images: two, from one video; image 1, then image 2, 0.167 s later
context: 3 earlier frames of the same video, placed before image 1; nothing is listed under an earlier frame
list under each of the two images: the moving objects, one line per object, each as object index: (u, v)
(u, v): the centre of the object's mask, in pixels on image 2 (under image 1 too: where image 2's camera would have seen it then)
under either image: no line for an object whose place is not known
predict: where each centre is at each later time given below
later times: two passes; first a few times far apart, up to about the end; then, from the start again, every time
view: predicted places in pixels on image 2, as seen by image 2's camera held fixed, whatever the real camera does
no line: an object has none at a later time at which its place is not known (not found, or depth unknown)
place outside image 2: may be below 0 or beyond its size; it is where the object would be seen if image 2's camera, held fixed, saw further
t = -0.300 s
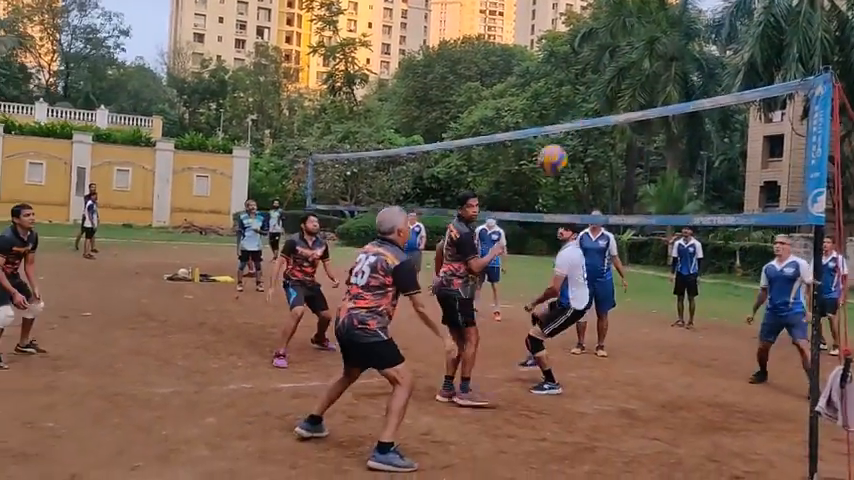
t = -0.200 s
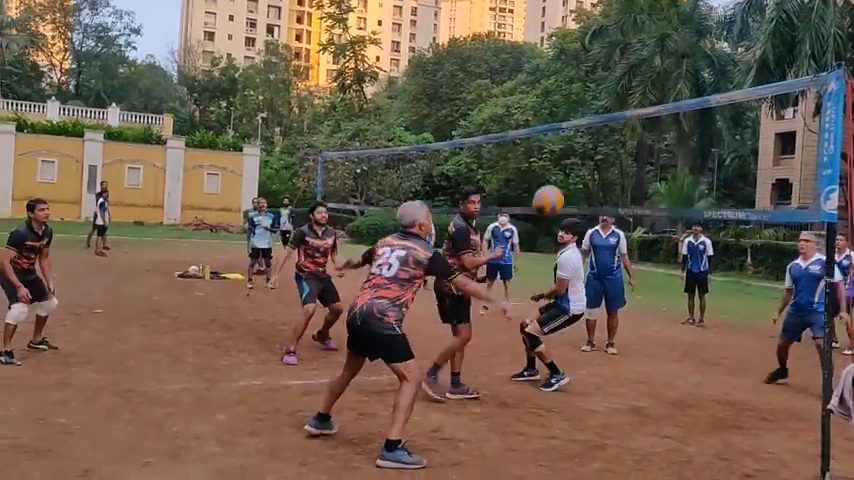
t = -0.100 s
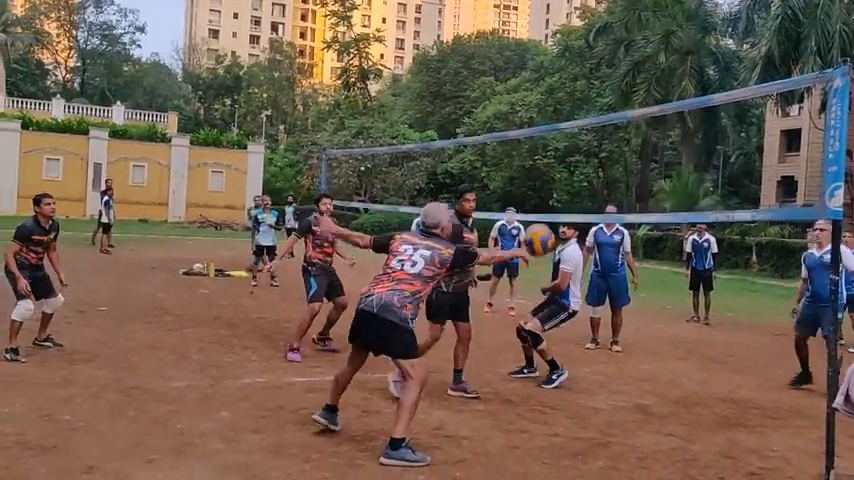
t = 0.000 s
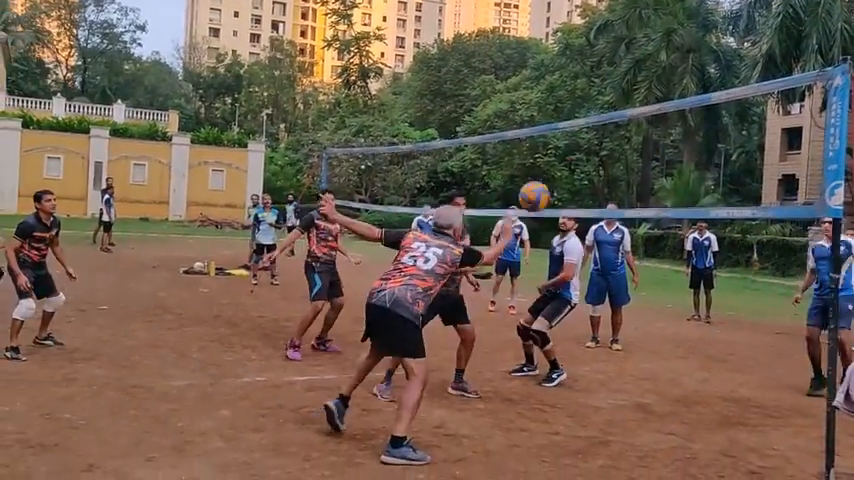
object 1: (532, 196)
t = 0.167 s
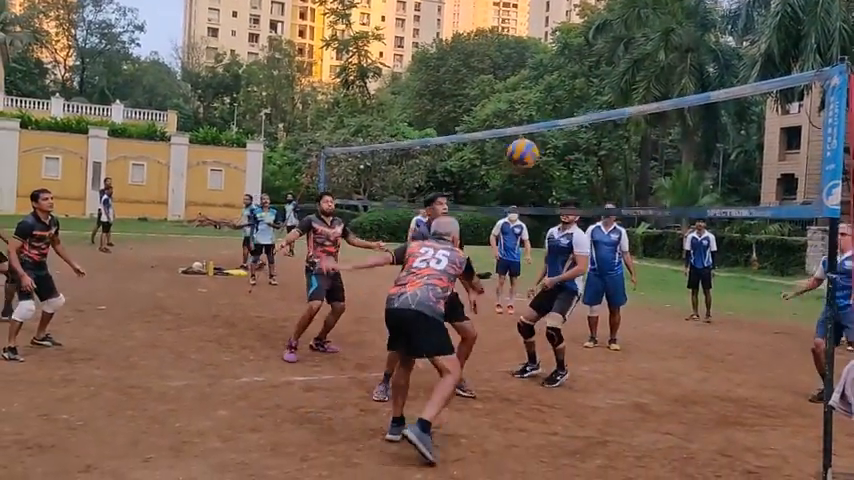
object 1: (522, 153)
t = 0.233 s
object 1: (518, 147)
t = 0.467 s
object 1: (499, 173)
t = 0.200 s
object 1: (521, 150)
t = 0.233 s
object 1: (518, 147)
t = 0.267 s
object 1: (515, 147)
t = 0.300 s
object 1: (514, 147)
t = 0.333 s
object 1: (510, 149)
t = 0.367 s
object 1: (507, 152)
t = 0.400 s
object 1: (504, 158)
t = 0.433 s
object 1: (501, 165)
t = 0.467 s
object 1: (499, 173)
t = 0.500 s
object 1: (496, 183)
